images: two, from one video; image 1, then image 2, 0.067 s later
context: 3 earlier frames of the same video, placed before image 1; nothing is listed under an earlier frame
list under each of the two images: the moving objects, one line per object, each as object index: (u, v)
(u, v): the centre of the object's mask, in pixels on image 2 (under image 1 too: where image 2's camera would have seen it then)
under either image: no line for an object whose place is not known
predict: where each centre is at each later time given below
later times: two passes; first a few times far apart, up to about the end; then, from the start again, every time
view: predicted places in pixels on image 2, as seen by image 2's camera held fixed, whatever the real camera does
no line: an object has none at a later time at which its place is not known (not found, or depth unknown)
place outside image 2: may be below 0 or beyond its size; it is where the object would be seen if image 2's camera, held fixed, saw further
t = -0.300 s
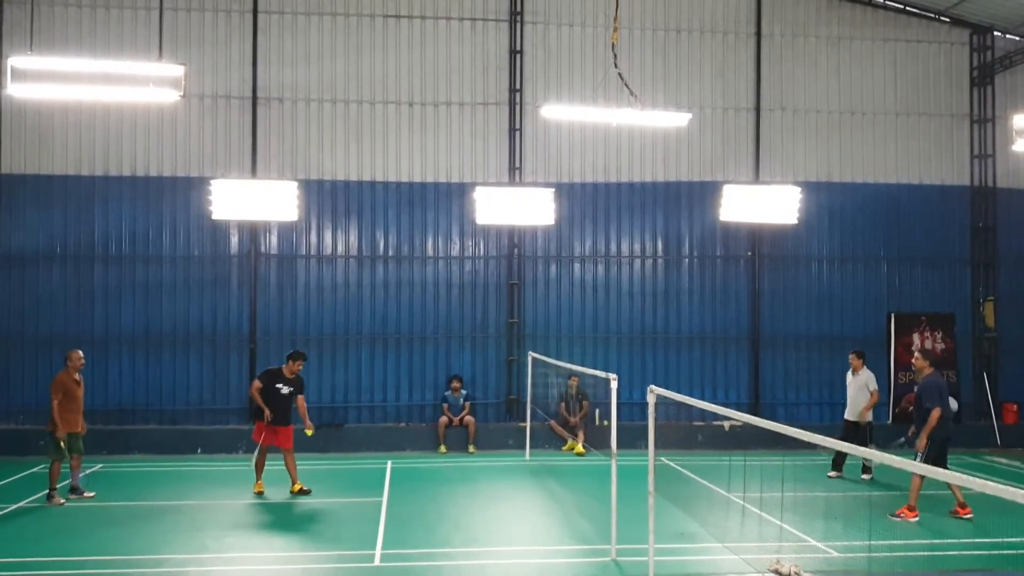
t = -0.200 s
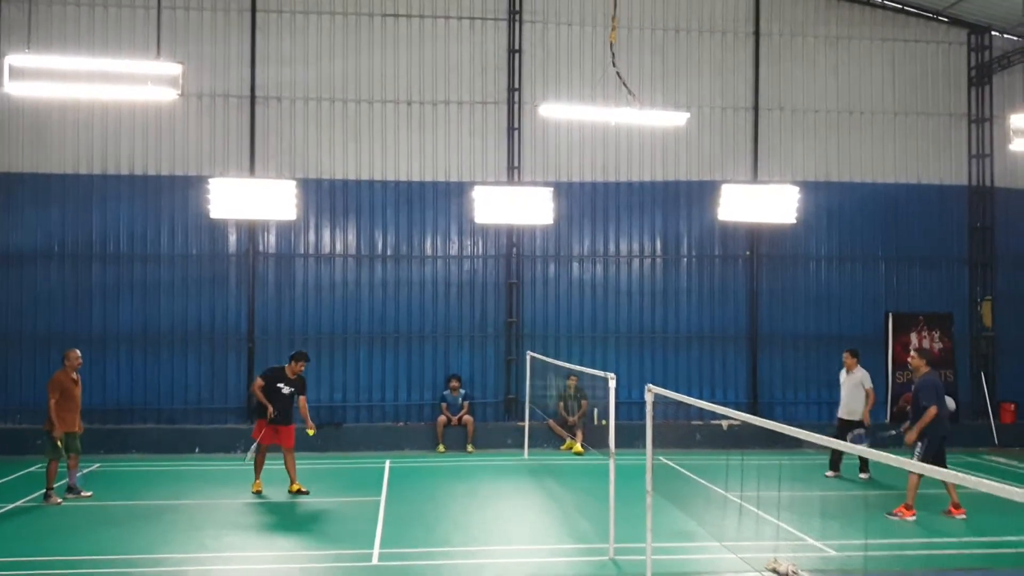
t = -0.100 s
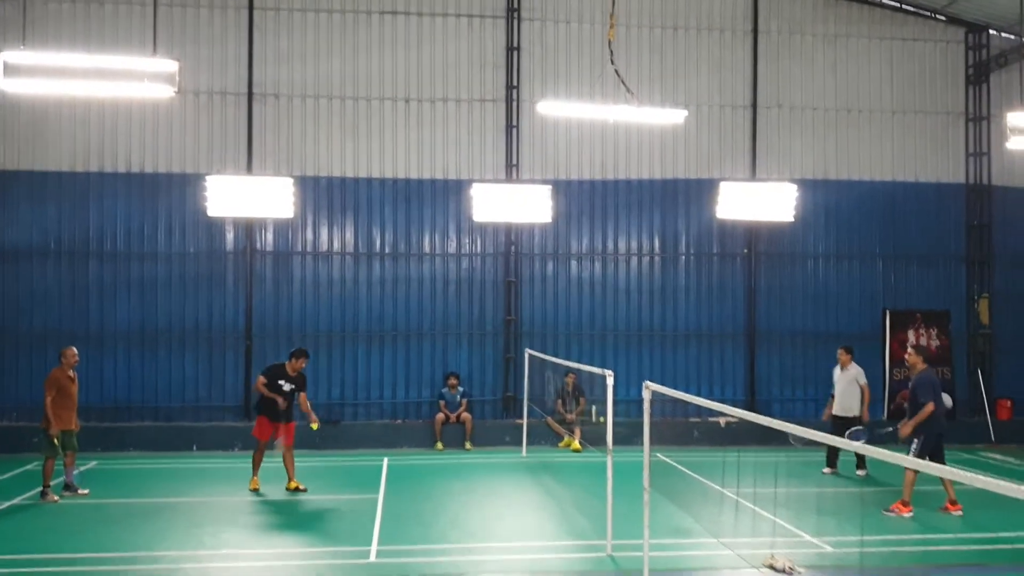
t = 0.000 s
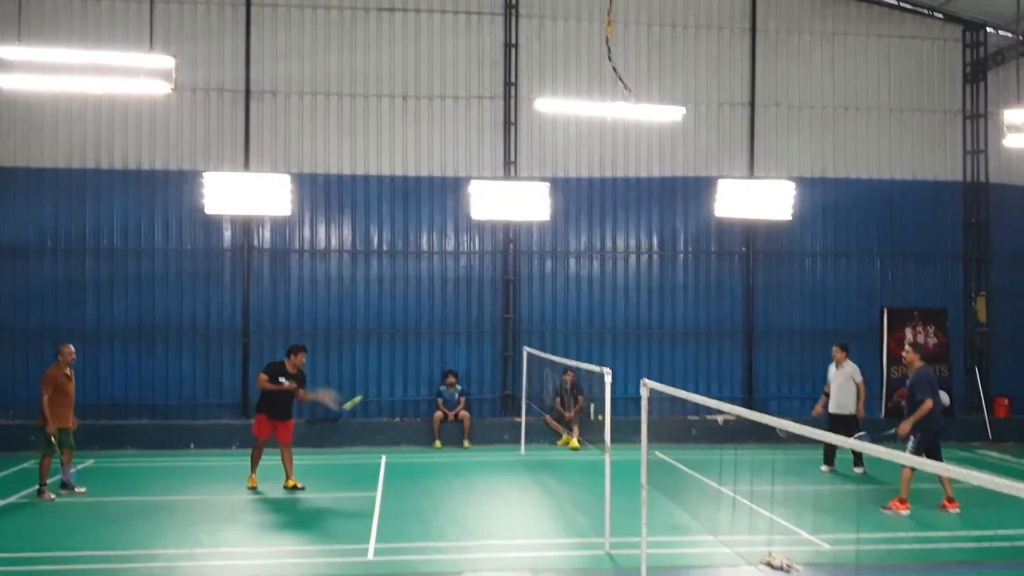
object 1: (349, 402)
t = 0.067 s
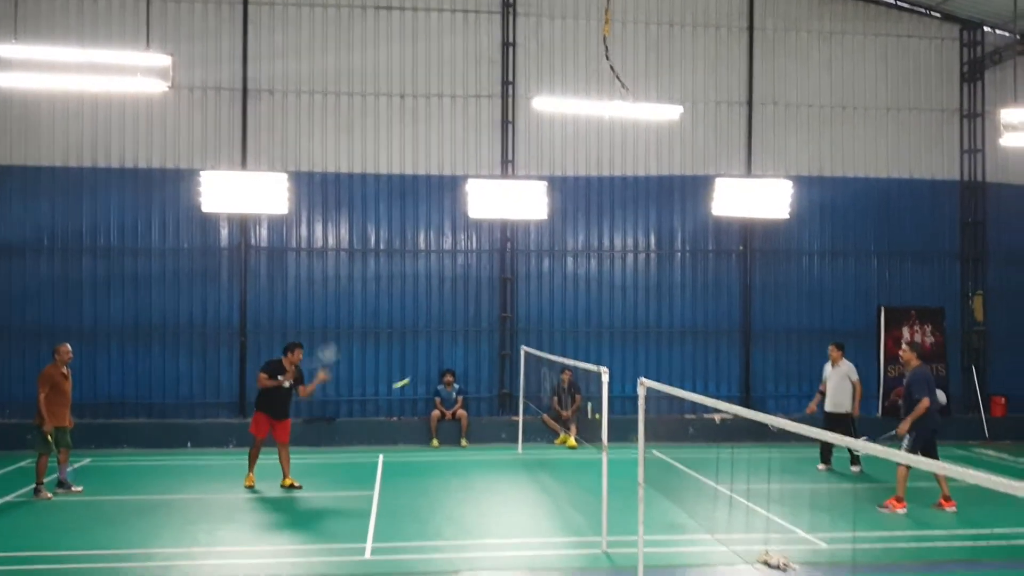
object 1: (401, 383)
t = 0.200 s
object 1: (485, 352)
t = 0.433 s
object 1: (601, 344)
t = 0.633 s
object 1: (681, 370)
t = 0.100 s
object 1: (426, 376)
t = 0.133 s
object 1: (446, 367)
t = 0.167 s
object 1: (466, 358)
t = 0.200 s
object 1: (485, 352)
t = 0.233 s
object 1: (504, 349)
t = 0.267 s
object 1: (522, 346)
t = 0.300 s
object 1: (539, 344)
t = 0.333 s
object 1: (555, 343)
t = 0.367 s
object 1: (570, 342)
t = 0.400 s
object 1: (586, 343)
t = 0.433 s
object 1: (601, 344)
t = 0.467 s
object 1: (616, 346)
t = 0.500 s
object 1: (630, 350)
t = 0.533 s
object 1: (641, 353)
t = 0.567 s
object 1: (655, 358)
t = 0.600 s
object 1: (669, 364)
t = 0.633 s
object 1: (681, 370)
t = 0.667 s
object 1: (693, 378)
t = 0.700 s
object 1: (706, 386)
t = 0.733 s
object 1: (717, 395)
